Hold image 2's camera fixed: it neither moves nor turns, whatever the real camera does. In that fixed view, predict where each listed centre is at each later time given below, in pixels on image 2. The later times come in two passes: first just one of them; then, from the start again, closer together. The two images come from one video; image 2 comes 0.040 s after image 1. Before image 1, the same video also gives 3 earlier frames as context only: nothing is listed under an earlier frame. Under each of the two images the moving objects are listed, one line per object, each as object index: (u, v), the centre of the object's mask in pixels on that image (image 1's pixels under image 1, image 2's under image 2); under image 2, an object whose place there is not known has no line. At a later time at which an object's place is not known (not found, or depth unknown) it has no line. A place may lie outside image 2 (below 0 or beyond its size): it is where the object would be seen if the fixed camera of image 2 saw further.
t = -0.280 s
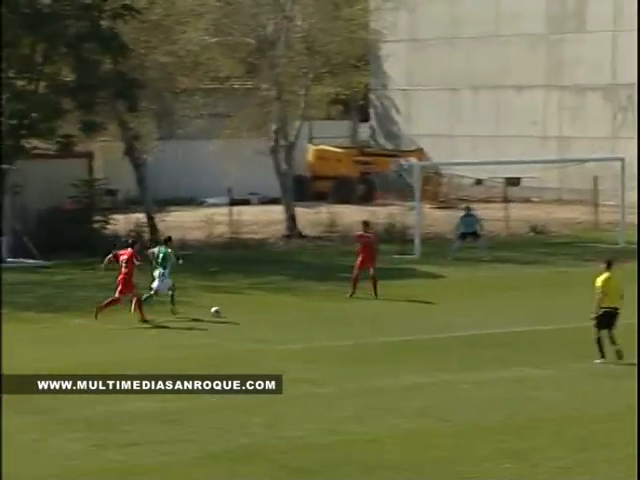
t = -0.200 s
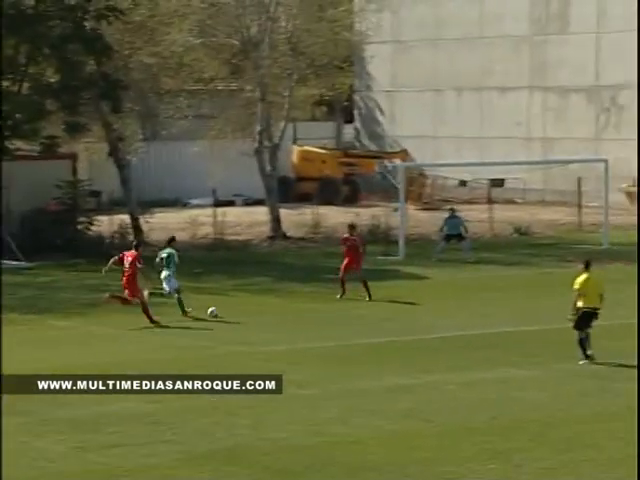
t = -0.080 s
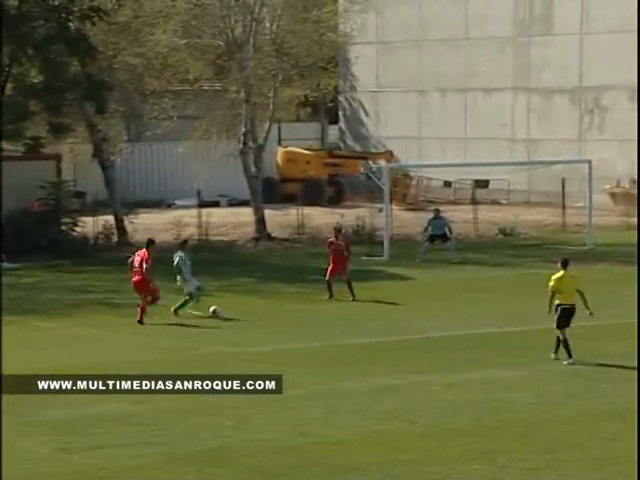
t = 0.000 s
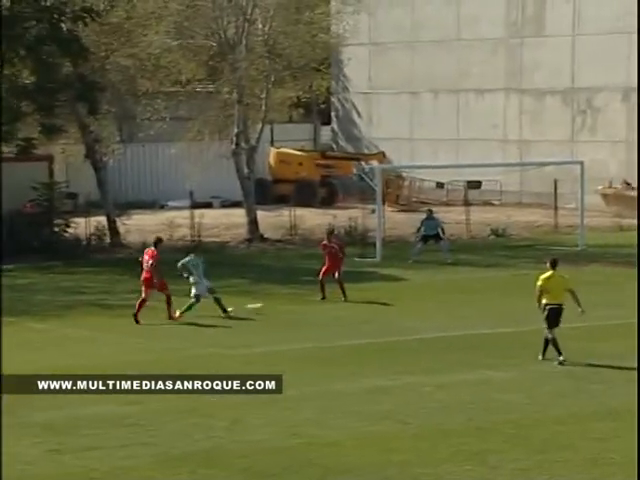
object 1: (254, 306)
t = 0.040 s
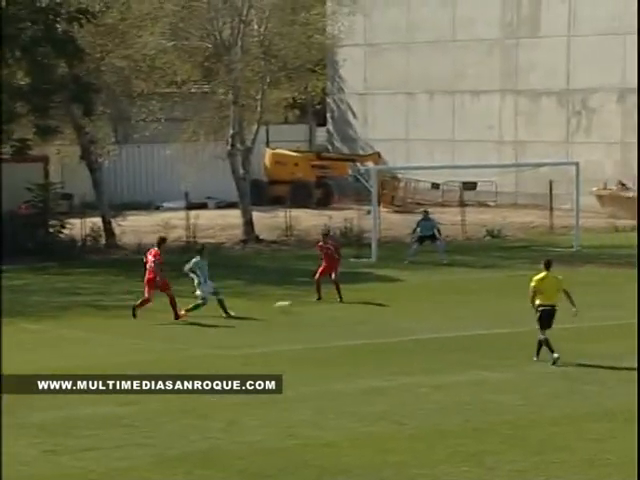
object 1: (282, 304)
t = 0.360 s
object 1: (508, 293)
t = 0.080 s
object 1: (314, 301)
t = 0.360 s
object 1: (508, 293)
